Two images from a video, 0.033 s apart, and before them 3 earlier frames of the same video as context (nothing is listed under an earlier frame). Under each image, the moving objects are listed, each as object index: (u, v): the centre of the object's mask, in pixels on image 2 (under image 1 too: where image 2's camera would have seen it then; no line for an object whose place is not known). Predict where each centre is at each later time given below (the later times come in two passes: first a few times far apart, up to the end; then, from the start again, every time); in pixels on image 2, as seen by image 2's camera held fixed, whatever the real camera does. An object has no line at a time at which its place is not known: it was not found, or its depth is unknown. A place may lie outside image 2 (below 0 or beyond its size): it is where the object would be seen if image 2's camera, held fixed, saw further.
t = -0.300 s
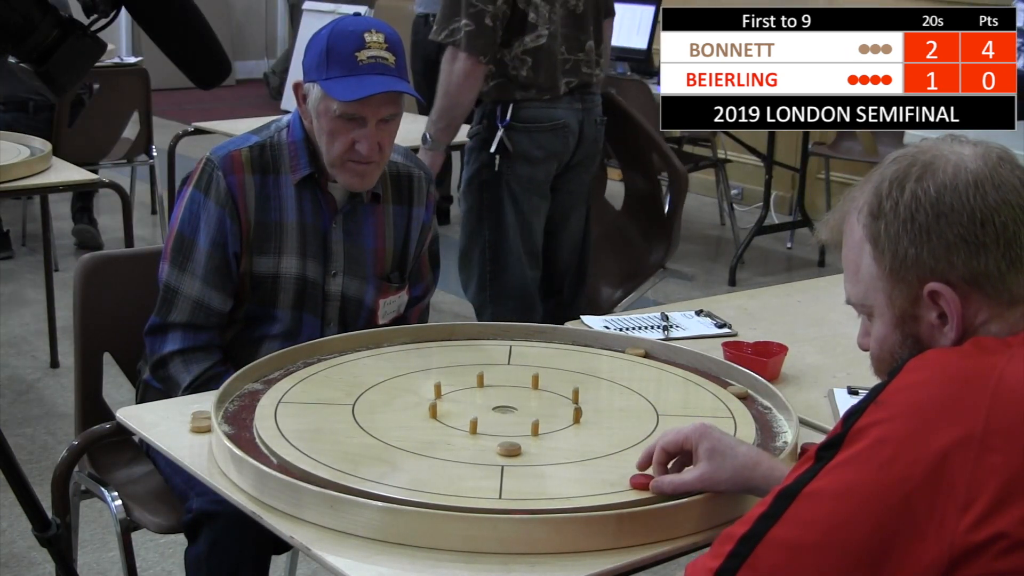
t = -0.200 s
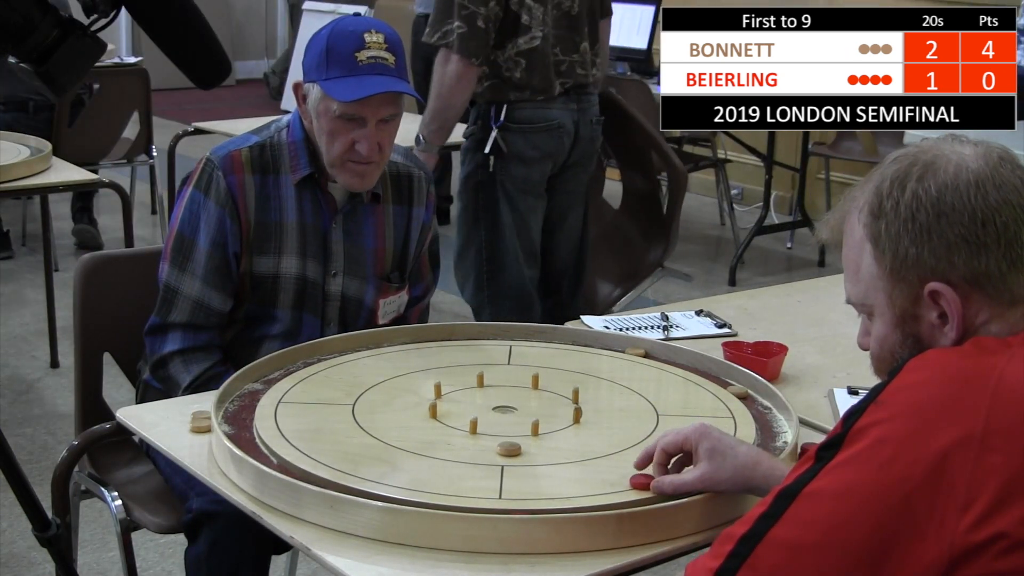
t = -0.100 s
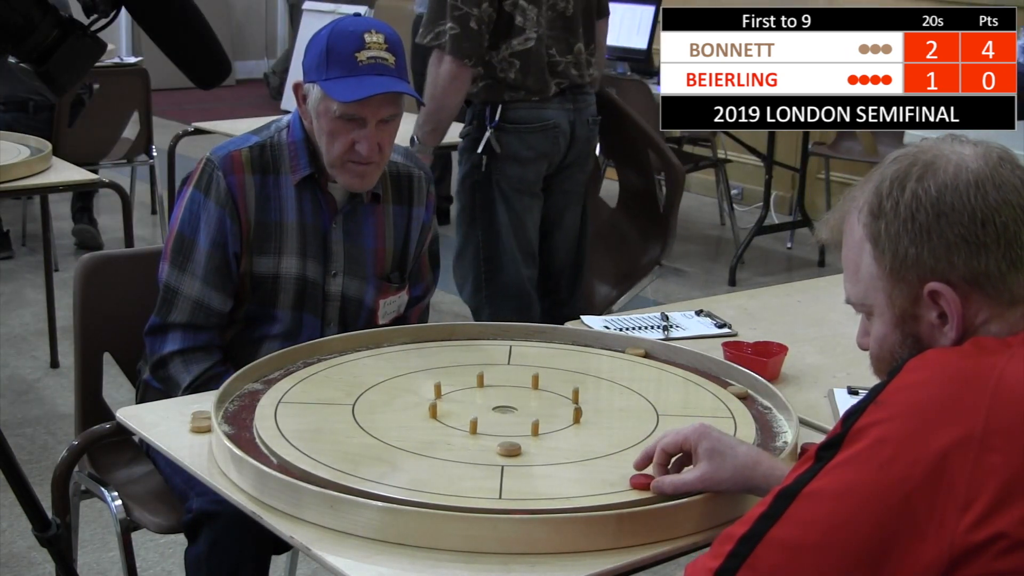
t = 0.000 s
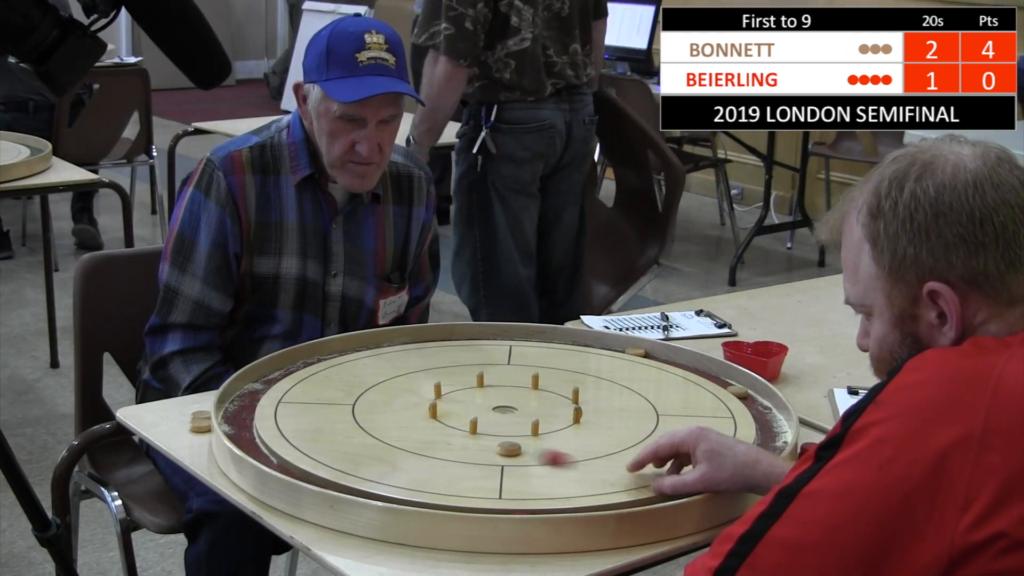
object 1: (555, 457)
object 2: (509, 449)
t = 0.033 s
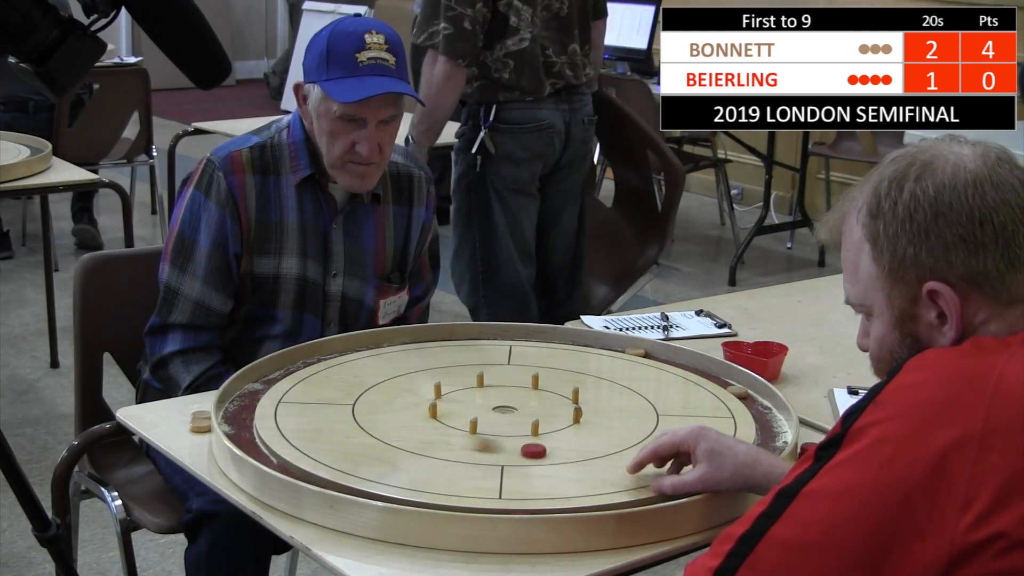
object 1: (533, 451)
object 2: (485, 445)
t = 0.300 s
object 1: (543, 439)
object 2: (242, 401)
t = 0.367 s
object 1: (543, 439)
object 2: (248, 398)
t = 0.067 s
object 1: (534, 447)
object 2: (441, 437)
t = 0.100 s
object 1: (536, 444)
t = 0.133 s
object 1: (536, 442)
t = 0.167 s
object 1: (537, 440)
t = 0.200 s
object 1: (538, 438)
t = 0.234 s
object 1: (539, 438)
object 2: (255, 402)
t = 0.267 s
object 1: (542, 438)
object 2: (241, 402)
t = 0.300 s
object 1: (543, 439)
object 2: (242, 401)
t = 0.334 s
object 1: (543, 439)
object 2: (245, 399)
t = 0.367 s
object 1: (543, 439)
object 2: (248, 398)
